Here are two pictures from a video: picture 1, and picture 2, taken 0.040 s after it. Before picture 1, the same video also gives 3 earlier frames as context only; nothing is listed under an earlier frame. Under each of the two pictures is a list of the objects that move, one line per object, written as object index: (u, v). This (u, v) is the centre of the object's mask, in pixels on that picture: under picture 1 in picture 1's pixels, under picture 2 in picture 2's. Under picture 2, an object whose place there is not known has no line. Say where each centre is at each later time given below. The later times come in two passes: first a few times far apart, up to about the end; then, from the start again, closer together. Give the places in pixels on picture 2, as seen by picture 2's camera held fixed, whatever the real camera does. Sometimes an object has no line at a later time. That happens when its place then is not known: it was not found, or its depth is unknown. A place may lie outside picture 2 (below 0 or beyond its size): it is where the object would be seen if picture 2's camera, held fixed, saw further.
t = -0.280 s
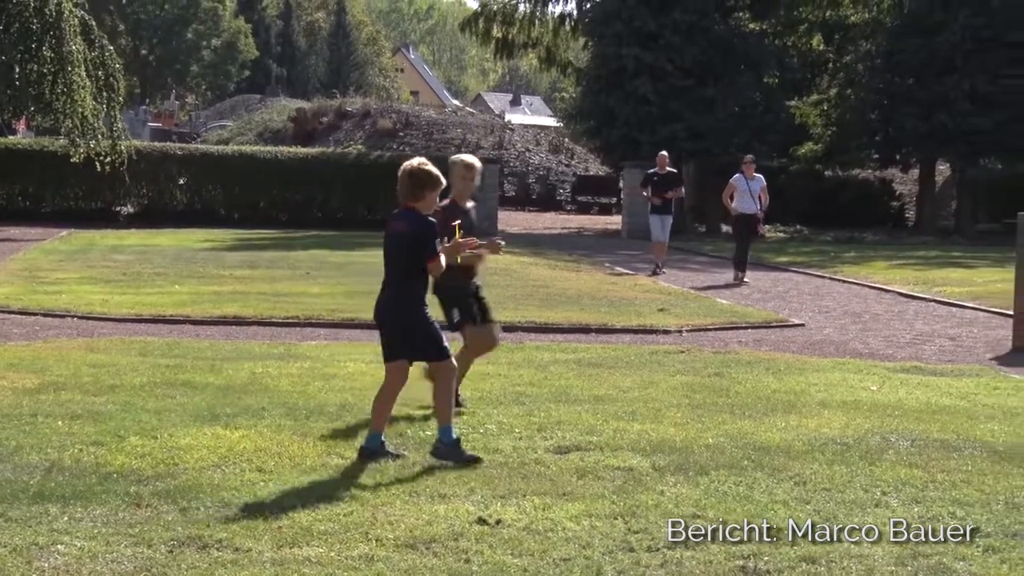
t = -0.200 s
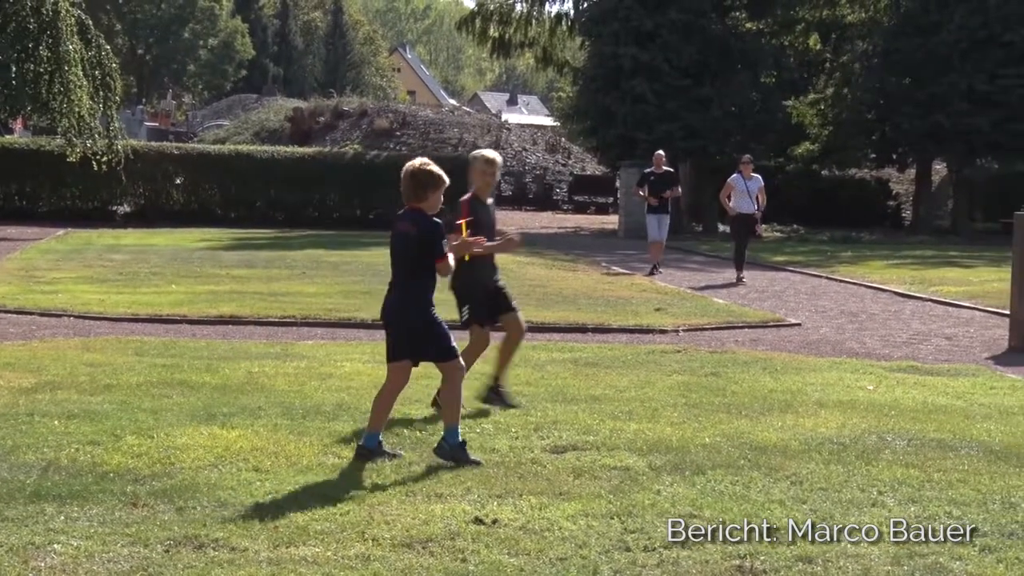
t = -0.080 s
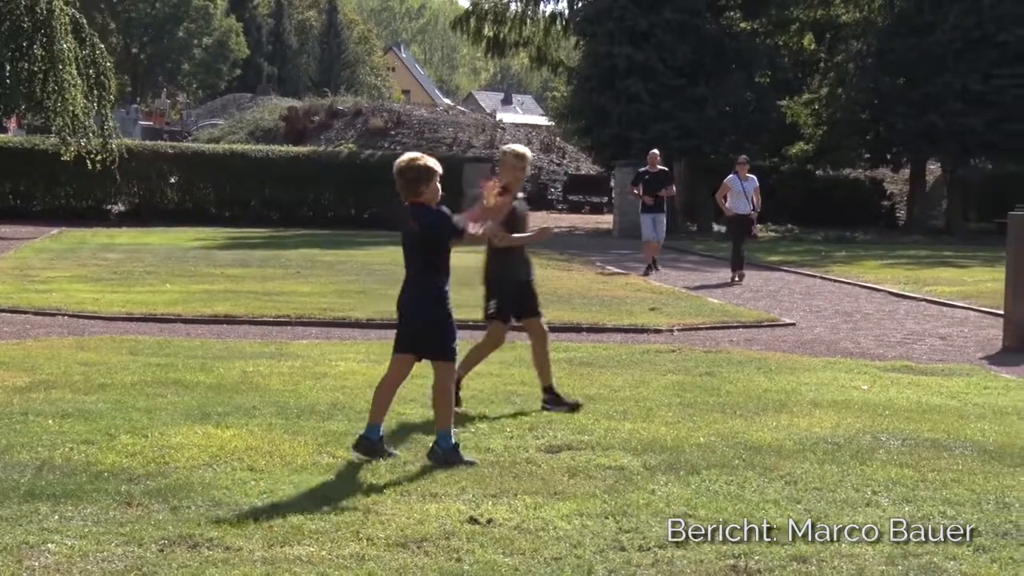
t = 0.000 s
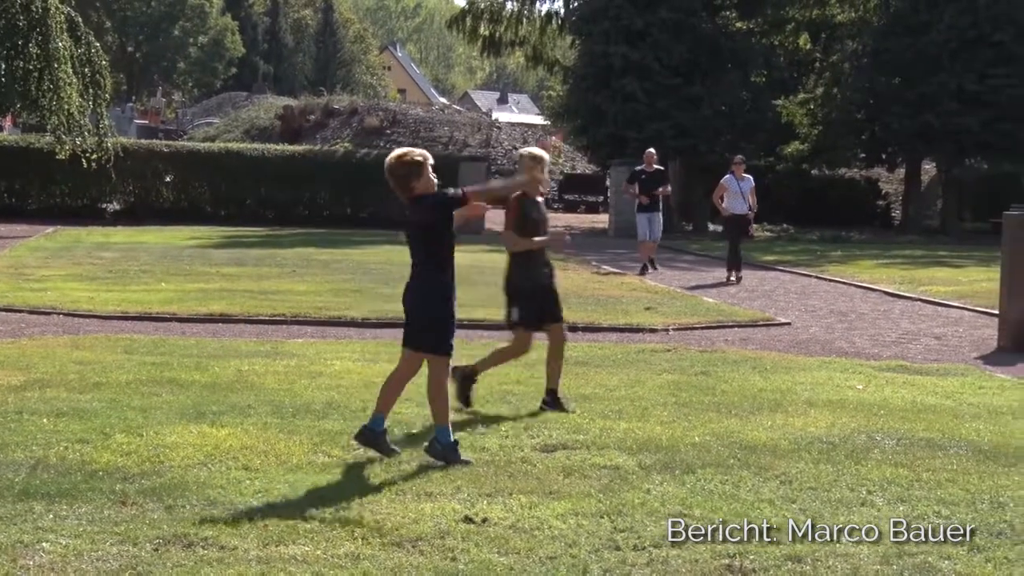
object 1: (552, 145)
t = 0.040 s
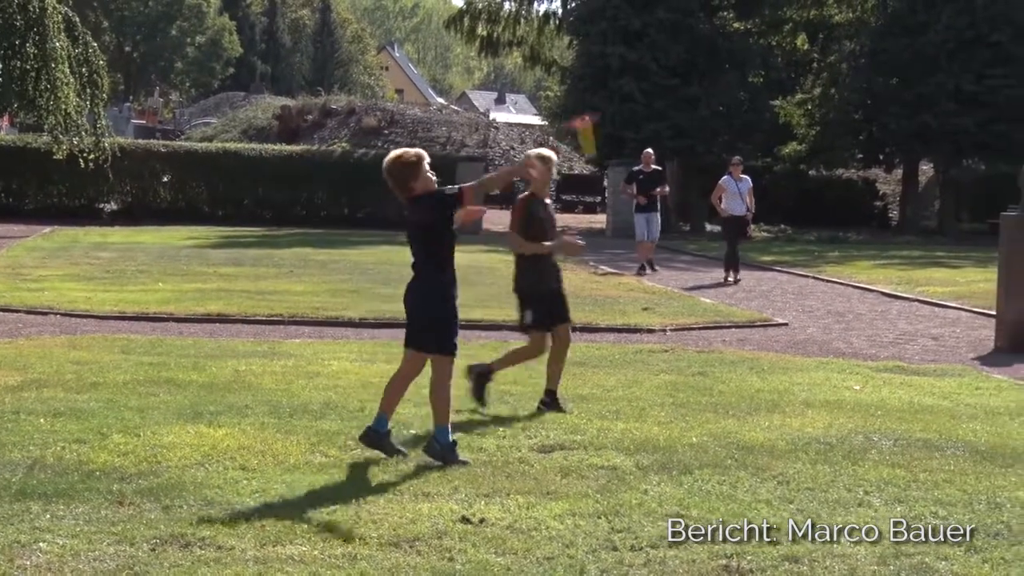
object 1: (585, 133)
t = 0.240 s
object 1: (723, 78)
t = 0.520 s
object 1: (862, 45)
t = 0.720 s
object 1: (937, 56)
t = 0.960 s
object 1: (1007, 121)
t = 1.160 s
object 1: (1046, 200)
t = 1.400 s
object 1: (1050, 302)
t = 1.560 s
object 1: (1029, 367)
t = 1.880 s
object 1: (953, 524)
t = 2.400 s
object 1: (884, 590)
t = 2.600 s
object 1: (901, 625)
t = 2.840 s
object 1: (899, 630)
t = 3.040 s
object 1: (900, 629)
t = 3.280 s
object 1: (902, 630)
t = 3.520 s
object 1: (902, 630)
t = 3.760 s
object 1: (902, 630)
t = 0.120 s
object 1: (644, 106)
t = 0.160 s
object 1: (673, 96)
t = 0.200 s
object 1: (700, 87)
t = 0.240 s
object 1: (723, 78)
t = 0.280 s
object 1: (747, 70)
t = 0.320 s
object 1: (769, 64)
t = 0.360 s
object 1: (789, 59)
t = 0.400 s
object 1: (810, 52)
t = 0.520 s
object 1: (862, 45)
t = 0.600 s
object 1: (894, 45)
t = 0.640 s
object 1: (909, 47)
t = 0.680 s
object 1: (924, 51)
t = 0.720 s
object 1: (937, 56)
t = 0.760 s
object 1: (950, 63)
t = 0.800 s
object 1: (963, 72)
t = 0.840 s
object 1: (975, 83)
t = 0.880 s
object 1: (986, 93)
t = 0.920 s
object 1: (997, 106)
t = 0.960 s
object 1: (1007, 121)
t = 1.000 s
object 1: (1017, 135)
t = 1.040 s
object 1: (1026, 155)
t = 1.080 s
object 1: (1035, 171)
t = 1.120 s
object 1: (1039, 188)
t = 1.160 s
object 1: (1046, 200)
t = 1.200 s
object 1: (1049, 219)
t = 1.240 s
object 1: (1054, 235)
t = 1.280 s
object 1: (1054, 252)
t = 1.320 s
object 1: (1051, 268)
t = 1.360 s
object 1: (1050, 286)
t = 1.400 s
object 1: (1050, 302)
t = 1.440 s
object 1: (1046, 322)
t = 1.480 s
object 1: (1038, 333)
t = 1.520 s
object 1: (1033, 354)
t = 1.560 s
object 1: (1029, 367)
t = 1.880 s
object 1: (953, 524)
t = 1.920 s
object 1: (941, 535)
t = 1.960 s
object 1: (930, 556)
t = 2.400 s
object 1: (884, 590)
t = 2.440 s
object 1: (882, 595)
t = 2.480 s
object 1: (885, 597)
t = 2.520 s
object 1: (892, 607)
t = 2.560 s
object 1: (890, 619)
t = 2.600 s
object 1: (901, 625)
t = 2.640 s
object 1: (901, 624)
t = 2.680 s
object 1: (899, 626)
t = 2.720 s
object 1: (900, 627)
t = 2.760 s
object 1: (900, 628)
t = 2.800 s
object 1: (900, 630)
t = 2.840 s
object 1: (899, 630)
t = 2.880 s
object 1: (899, 630)
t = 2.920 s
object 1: (899, 630)
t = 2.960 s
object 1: (899, 630)
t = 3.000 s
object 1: (901, 630)
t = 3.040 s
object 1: (900, 629)
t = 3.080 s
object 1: (901, 630)
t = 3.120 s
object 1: (901, 630)
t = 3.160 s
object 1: (901, 630)
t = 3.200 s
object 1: (901, 630)
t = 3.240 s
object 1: (900, 630)
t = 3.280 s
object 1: (902, 630)
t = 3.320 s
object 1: (902, 630)
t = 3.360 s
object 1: (902, 630)
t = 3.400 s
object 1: (902, 630)
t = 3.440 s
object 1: (902, 630)
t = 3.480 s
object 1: (902, 630)
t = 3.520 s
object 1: (902, 630)
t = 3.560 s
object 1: (902, 630)
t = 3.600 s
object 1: (902, 630)
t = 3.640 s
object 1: (902, 630)
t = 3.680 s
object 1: (902, 630)
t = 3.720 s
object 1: (902, 630)
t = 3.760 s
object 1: (902, 630)
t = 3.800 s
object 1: (901, 630)
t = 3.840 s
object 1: (901, 630)
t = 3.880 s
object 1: (902, 630)
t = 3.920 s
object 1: (901, 630)
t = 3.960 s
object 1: (901, 630)
